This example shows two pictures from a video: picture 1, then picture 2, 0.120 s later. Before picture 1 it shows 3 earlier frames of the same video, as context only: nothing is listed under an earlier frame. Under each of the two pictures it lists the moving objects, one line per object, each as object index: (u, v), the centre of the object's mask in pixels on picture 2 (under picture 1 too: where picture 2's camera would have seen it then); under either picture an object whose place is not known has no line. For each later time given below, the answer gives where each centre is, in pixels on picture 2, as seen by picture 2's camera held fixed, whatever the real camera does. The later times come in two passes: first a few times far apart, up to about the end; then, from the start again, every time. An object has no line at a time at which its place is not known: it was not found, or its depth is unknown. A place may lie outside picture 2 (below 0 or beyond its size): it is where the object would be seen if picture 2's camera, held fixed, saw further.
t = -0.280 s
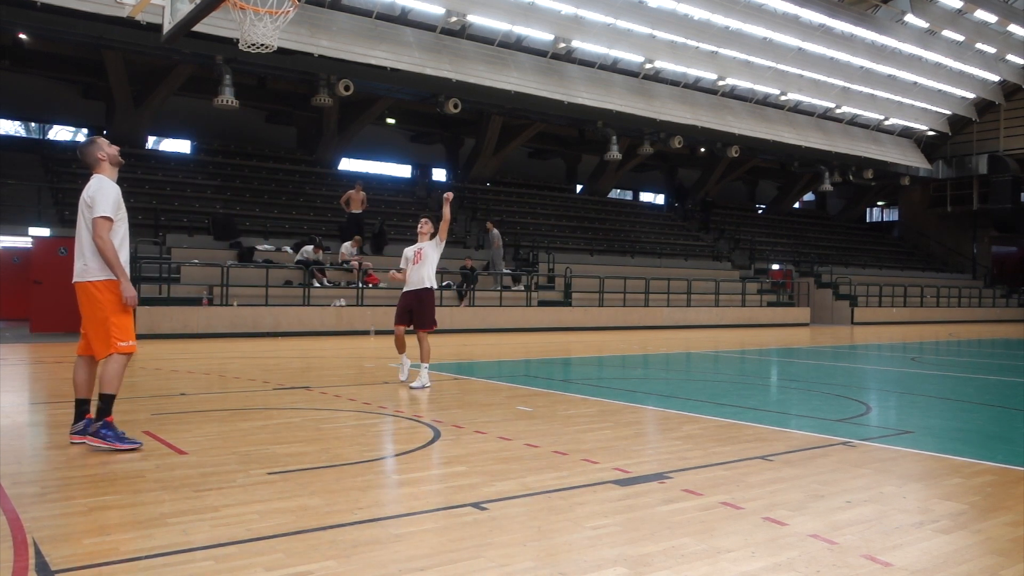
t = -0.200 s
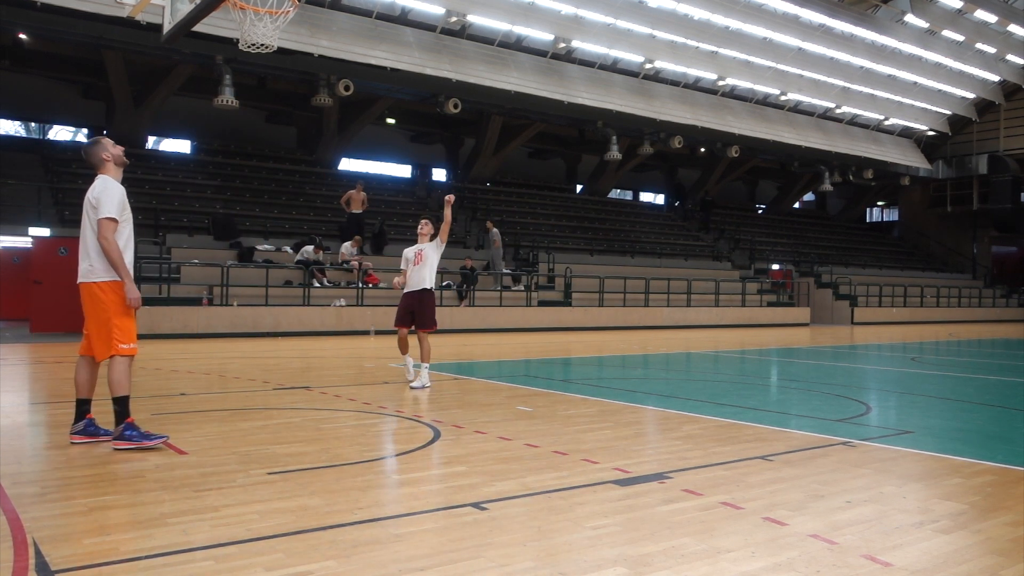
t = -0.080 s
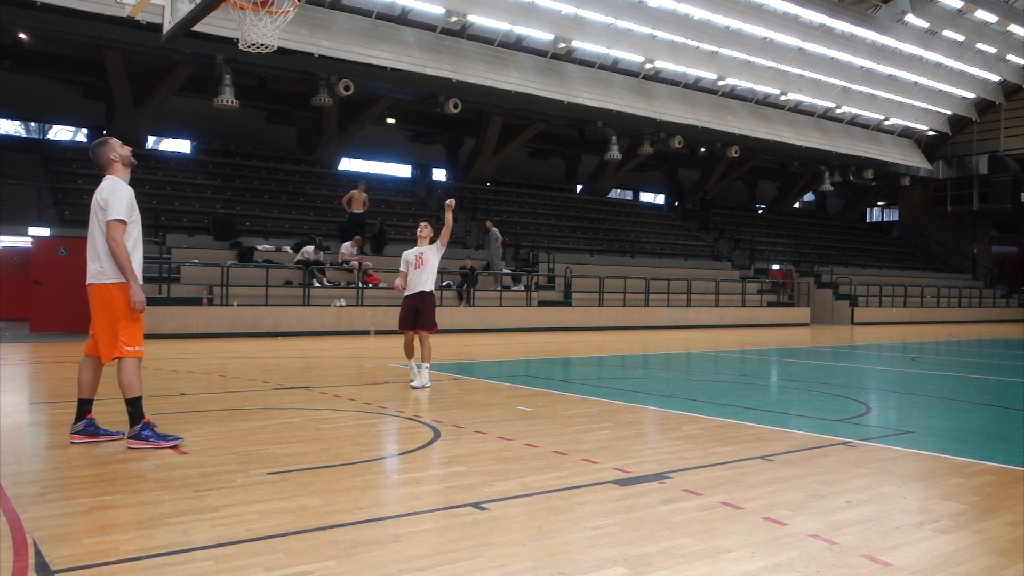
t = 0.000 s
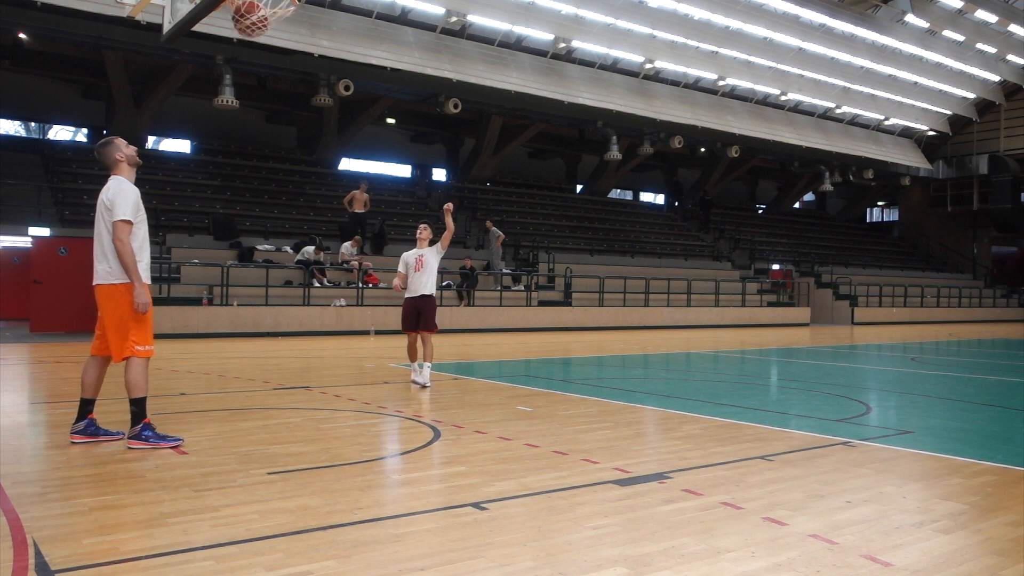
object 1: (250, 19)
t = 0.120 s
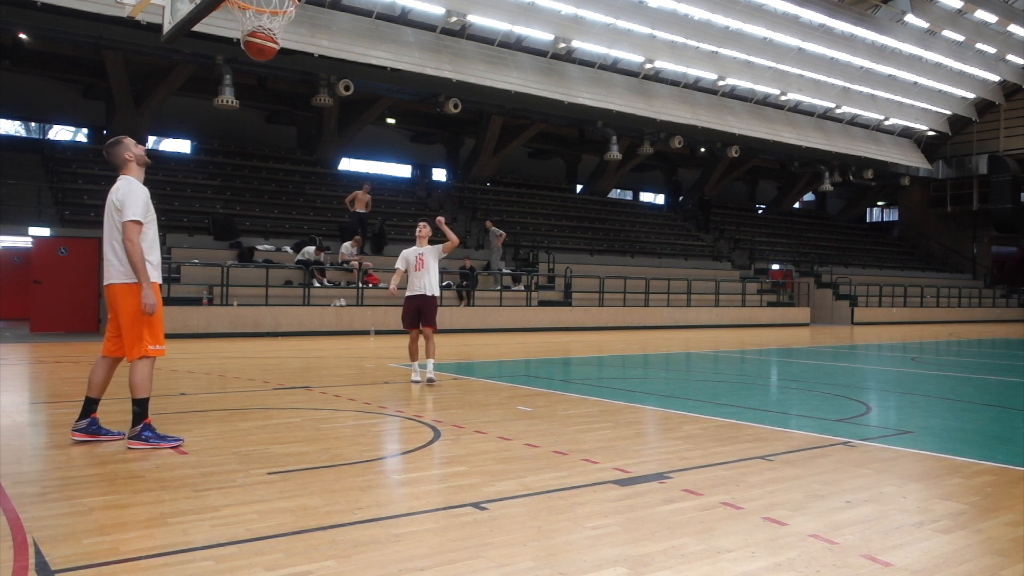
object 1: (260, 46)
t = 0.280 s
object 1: (272, 87)
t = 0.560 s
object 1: (288, 235)
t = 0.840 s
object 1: (302, 369)
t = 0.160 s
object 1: (264, 53)
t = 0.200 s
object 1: (266, 61)
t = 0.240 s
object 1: (269, 73)
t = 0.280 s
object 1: (272, 87)
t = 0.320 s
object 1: (274, 102)
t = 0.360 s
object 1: (277, 120)
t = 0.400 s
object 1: (279, 140)
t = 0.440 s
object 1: (282, 161)
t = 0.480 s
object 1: (284, 185)
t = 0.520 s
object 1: (286, 210)
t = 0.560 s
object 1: (288, 235)
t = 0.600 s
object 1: (290, 265)
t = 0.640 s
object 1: (292, 293)
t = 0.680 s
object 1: (294, 325)
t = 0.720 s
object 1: (295, 359)
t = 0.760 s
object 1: (297, 393)
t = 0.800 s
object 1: (299, 392)
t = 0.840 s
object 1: (302, 369)
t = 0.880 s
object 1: (305, 346)
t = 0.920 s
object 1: (308, 327)
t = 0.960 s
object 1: (310, 311)
